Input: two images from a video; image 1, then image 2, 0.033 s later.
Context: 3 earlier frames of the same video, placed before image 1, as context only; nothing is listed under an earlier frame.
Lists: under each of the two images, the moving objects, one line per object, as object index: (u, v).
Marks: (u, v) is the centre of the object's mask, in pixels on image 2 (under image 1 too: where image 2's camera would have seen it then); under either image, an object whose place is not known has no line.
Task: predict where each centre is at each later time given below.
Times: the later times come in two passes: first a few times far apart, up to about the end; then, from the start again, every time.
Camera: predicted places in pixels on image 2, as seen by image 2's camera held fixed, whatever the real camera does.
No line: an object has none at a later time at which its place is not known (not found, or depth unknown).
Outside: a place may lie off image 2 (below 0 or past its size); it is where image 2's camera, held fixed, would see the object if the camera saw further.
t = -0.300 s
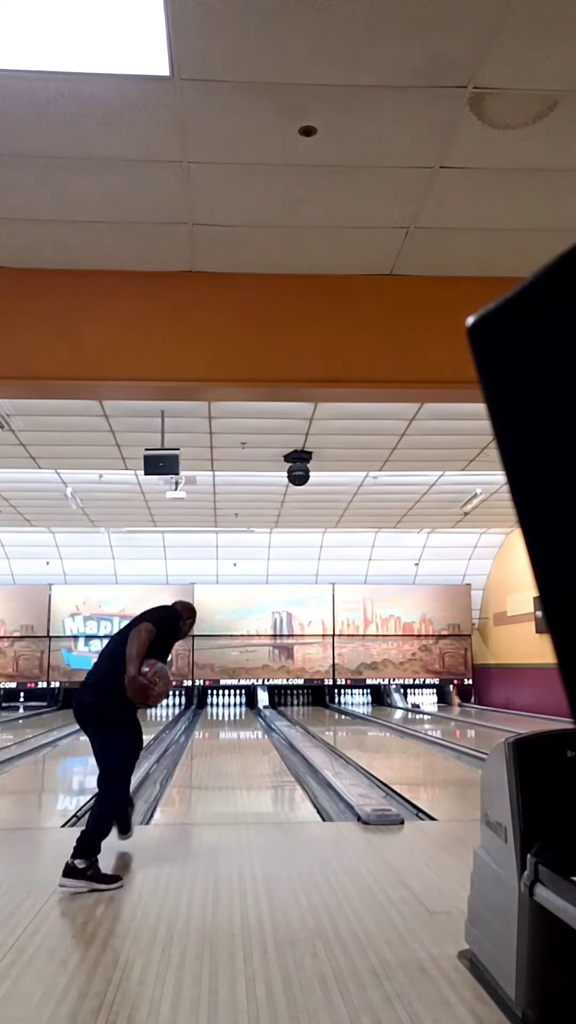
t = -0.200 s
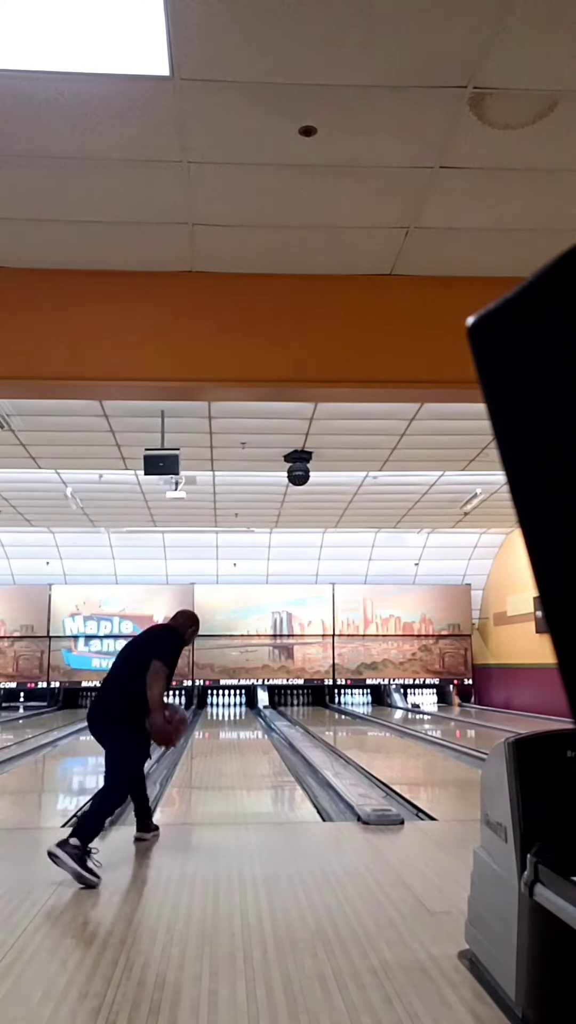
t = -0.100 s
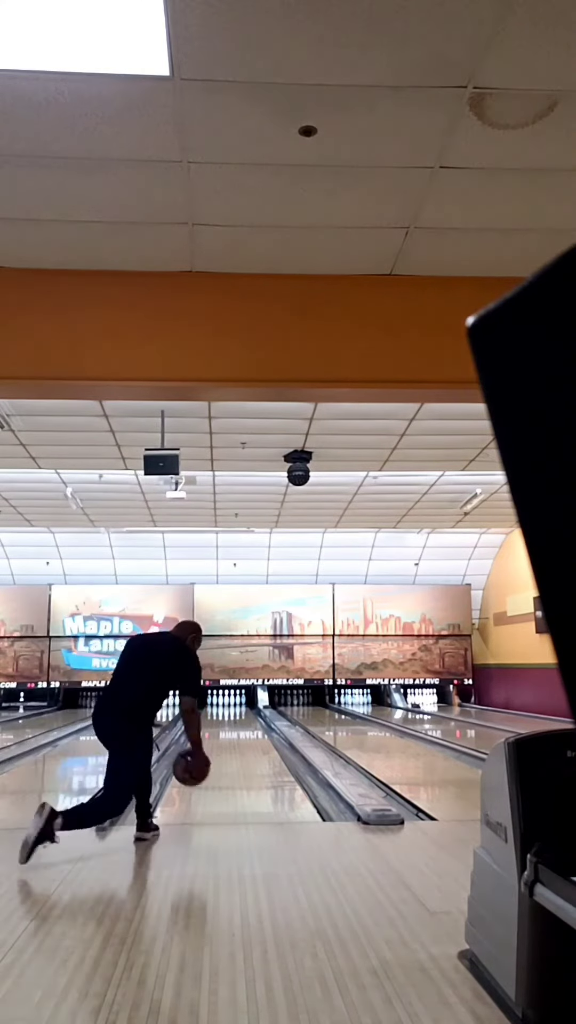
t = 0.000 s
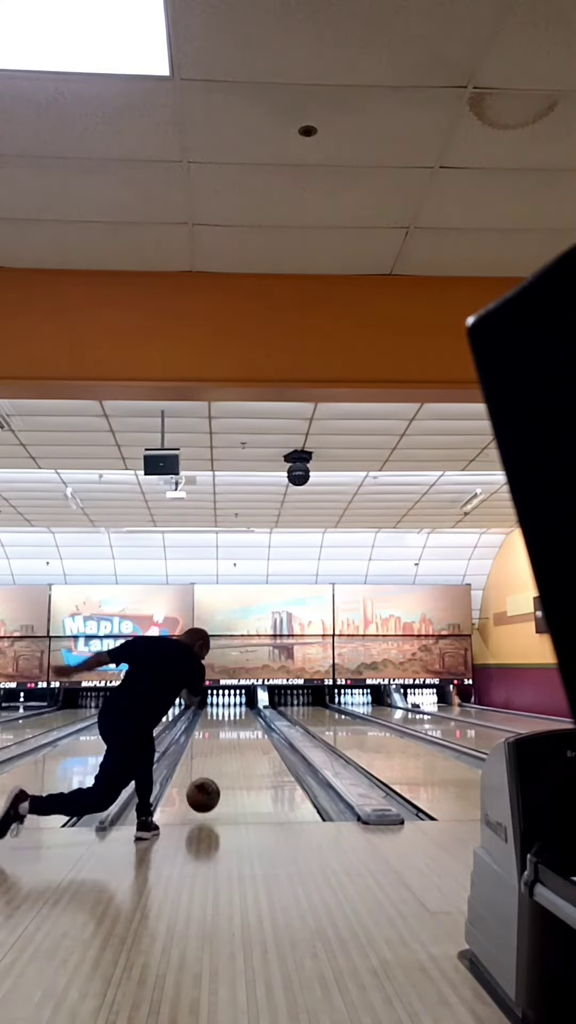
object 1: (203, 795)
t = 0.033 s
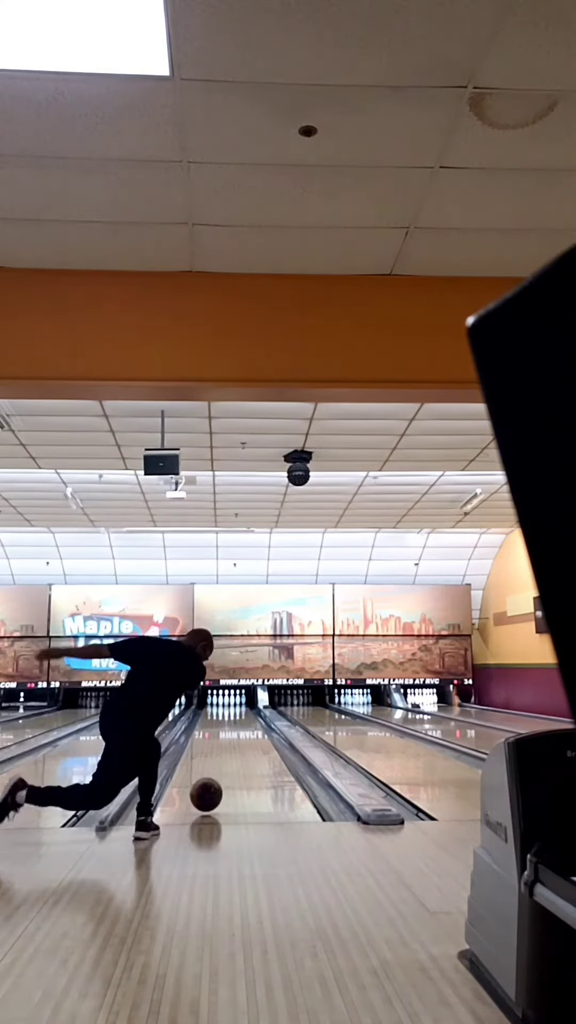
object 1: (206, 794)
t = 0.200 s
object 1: (218, 776)
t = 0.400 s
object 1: (228, 760)
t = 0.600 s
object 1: (234, 748)
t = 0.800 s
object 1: (239, 739)
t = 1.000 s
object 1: (242, 732)
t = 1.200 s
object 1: (246, 725)
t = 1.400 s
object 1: (246, 720)
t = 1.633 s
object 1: (246, 715)
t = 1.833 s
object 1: (245, 712)
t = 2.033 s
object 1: (243, 710)
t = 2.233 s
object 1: (239, 708)
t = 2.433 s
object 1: (236, 705)
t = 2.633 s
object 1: (233, 704)
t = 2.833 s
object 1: (231, 703)
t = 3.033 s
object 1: (232, 701)
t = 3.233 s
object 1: (235, 701)
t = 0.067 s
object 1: (209, 788)
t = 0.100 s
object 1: (211, 784)
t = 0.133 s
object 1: (214, 781)
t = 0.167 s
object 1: (216, 780)
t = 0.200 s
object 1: (218, 776)
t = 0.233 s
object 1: (220, 773)
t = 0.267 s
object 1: (221, 770)
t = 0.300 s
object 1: (223, 768)
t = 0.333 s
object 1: (225, 765)
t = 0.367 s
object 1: (226, 762)
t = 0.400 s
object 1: (228, 760)
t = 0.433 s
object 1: (229, 758)
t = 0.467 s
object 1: (230, 756)
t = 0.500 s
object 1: (231, 753)
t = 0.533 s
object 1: (232, 752)
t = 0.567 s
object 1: (233, 750)
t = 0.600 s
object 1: (234, 748)
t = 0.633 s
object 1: (235, 746)
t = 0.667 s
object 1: (236, 745)
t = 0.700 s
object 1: (237, 743)
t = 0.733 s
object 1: (238, 741)
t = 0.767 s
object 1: (238, 740)
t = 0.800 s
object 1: (239, 739)
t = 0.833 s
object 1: (240, 738)
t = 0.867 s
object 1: (241, 736)
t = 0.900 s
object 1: (241, 735)
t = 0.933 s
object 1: (242, 734)
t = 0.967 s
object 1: (242, 733)
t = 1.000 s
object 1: (242, 732)
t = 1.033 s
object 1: (243, 731)
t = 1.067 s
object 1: (244, 730)
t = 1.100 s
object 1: (244, 727)
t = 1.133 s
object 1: (244, 727)
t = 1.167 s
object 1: (245, 727)
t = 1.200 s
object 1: (246, 725)
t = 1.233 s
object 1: (246, 724)
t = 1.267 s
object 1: (246, 723)
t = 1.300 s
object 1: (246, 723)
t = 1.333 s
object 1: (246, 721)
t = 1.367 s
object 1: (246, 722)
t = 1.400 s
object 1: (246, 720)
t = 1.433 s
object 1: (247, 719)
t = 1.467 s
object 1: (247, 719)
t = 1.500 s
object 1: (246, 718)
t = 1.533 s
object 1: (247, 717)
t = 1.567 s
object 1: (246, 716)
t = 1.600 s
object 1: (247, 716)
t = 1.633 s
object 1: (246, 715)
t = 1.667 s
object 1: (246, 715)
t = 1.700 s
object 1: (246, 714)
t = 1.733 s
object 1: (246, 714)
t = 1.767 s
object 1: (246, 713)
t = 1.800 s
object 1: (245, 713)
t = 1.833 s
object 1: (245, 712)
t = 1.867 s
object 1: (245, 711)
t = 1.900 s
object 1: (245, 711)
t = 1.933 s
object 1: (244, 711)
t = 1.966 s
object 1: (244, 711)
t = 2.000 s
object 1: (244, 711)
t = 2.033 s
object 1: (243, 710)
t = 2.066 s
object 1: (242, 710)
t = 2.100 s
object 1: (242, 709)
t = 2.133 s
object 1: (242, 709)
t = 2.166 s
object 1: (240, 708)
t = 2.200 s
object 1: (240, 708)
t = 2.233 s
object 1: (239, 708)
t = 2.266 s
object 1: (239, 708)
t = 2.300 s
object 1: (238, 707)
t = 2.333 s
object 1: (238, 707)
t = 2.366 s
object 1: (237, 706)
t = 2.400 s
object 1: (237, 706)
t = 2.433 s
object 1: (236, 705)
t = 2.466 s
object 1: (235, 705)
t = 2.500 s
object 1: (235, 705)
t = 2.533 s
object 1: (235, 705)
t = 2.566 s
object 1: (235, 704)
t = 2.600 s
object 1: (233, 704)
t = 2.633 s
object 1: (233, 704)
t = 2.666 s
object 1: (233, 704)
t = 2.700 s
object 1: (232, 703)
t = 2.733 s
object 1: (232, 703)
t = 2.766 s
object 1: (231, 703)
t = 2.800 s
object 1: (231, 703)
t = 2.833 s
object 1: (231, 703)
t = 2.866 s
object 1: (230, 703)
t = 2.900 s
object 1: (230, 702)
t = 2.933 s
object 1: (231, 702)
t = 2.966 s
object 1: (232, 702)
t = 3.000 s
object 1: (232, 701)
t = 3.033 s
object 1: (232, 701)
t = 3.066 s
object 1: (232, 701)
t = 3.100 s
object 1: (233, 700)
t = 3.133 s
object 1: (233, 700)
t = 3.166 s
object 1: (234, 700)
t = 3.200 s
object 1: (235, 700)
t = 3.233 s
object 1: (235, 701)
